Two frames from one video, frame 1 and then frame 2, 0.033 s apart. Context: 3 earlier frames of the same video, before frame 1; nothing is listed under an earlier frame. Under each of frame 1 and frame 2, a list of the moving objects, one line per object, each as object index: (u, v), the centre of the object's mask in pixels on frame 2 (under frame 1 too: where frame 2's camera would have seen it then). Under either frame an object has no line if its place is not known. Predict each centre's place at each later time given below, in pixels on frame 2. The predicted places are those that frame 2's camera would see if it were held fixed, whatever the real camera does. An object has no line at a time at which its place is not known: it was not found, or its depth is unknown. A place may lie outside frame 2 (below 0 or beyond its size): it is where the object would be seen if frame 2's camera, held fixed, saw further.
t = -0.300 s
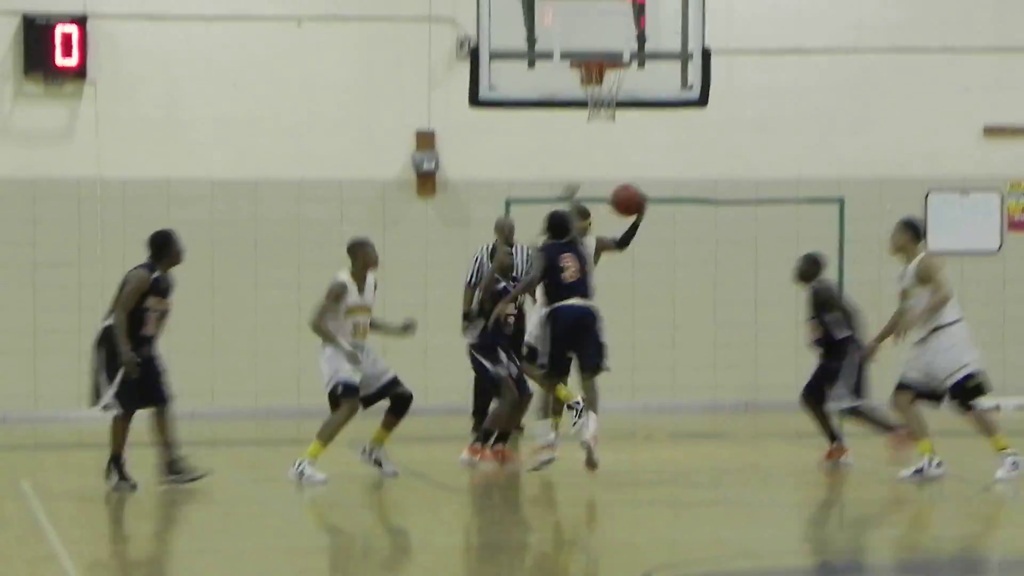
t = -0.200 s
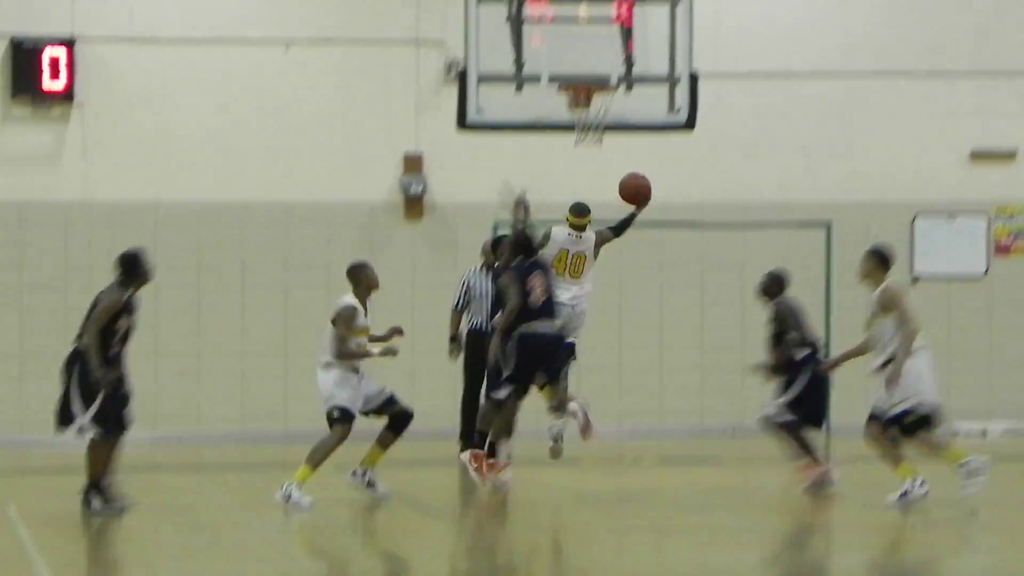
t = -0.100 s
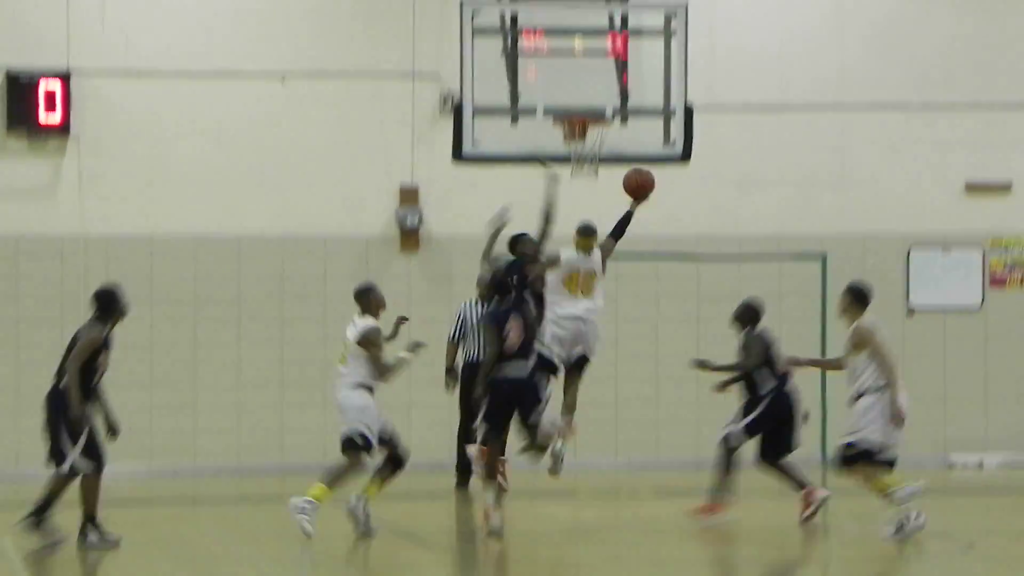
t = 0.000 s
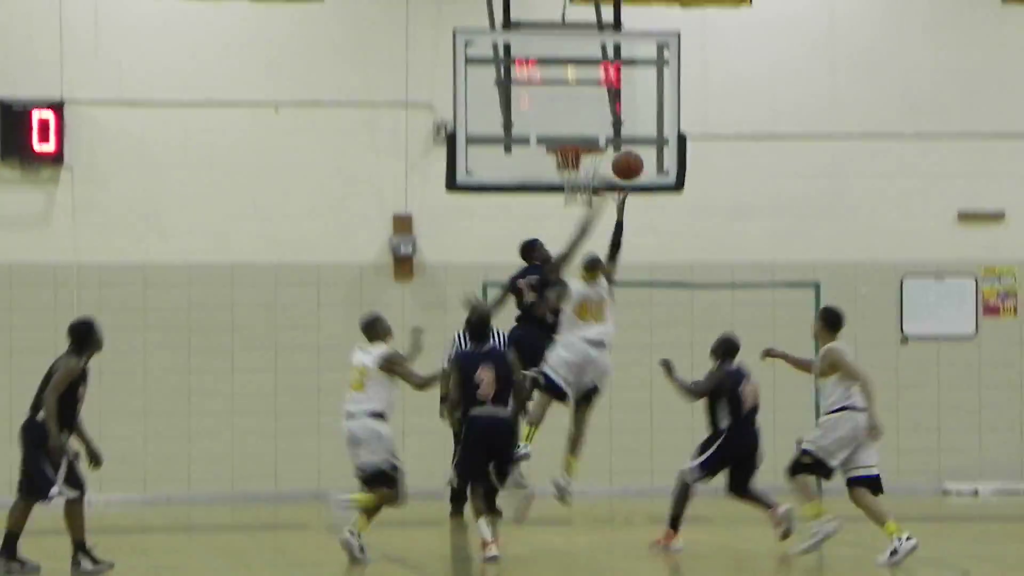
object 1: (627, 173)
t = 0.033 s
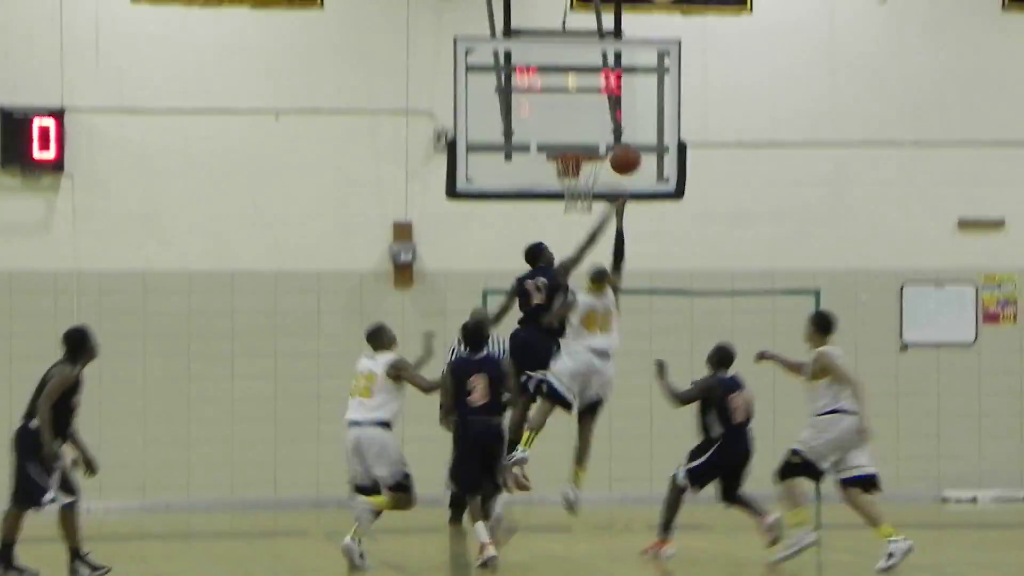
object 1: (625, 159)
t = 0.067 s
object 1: (623, 147)
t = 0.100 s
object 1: (621, 139)
